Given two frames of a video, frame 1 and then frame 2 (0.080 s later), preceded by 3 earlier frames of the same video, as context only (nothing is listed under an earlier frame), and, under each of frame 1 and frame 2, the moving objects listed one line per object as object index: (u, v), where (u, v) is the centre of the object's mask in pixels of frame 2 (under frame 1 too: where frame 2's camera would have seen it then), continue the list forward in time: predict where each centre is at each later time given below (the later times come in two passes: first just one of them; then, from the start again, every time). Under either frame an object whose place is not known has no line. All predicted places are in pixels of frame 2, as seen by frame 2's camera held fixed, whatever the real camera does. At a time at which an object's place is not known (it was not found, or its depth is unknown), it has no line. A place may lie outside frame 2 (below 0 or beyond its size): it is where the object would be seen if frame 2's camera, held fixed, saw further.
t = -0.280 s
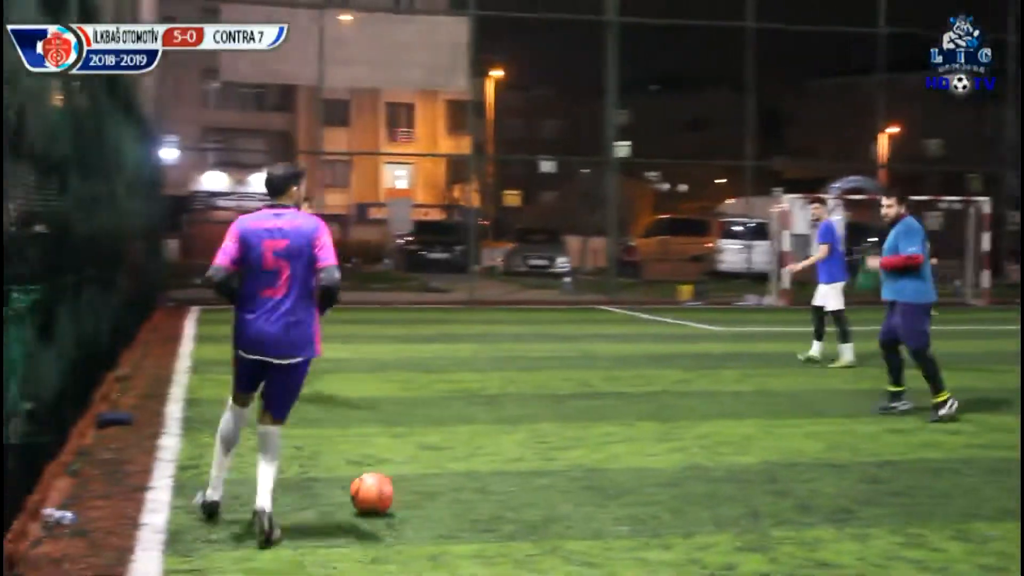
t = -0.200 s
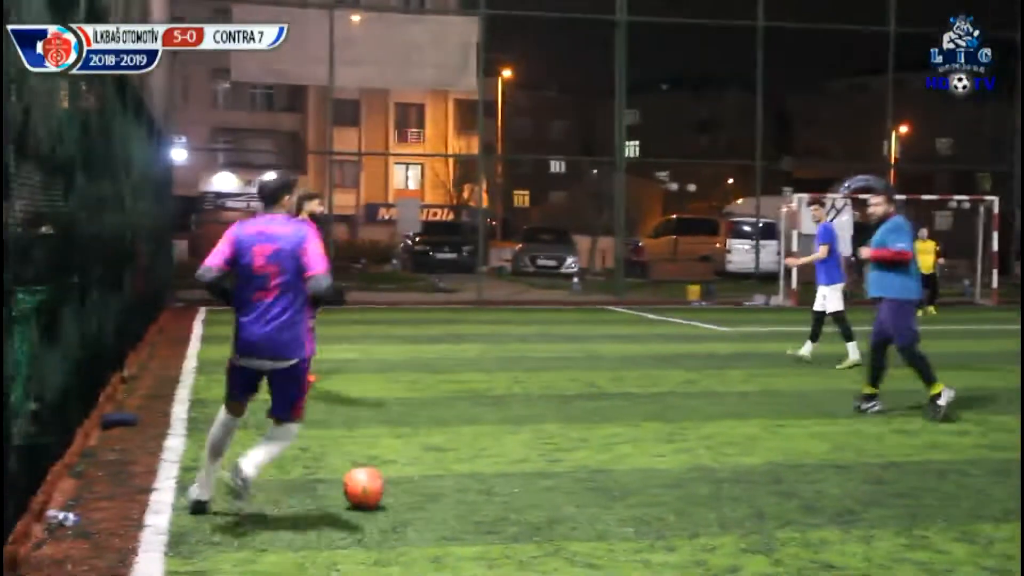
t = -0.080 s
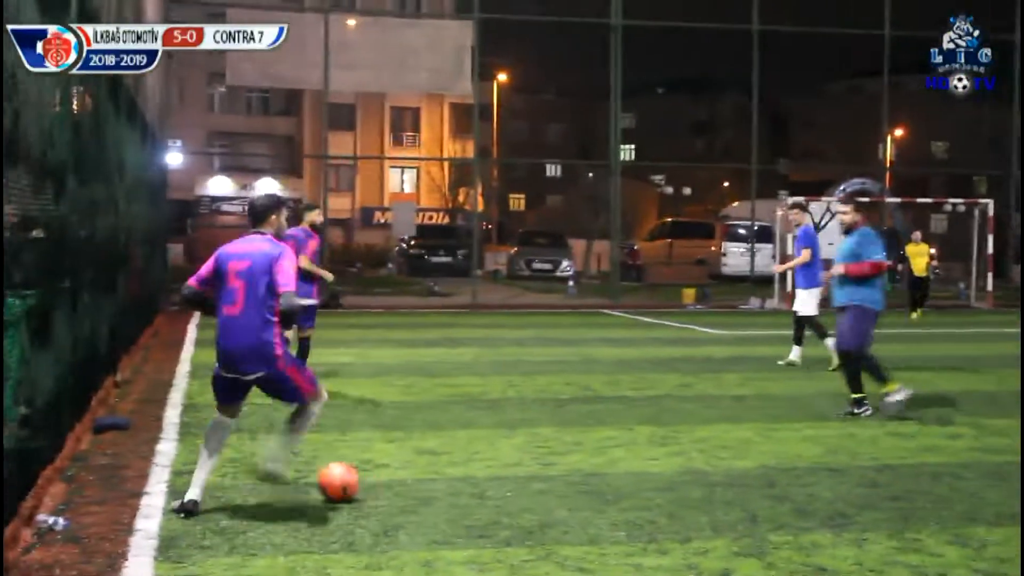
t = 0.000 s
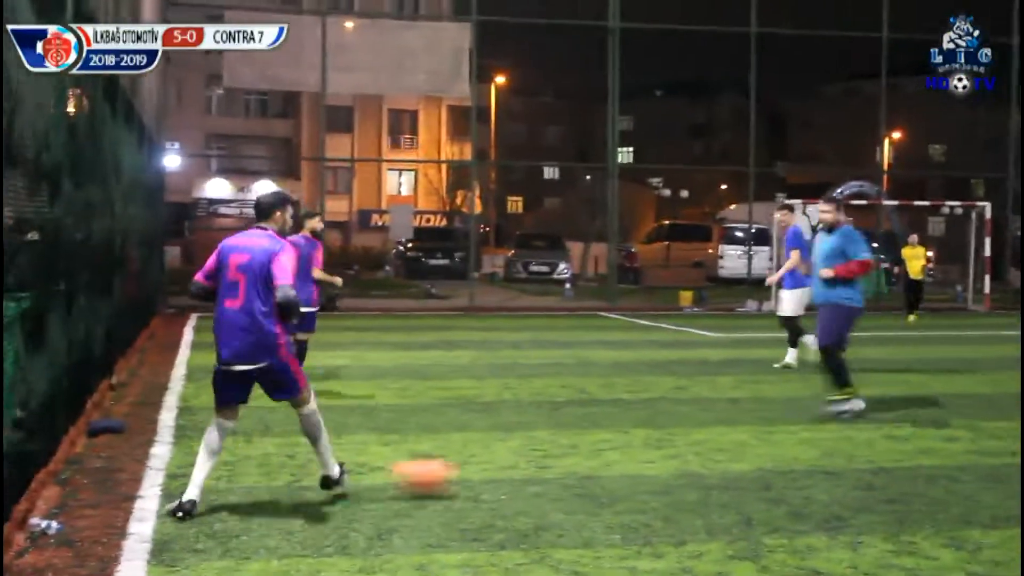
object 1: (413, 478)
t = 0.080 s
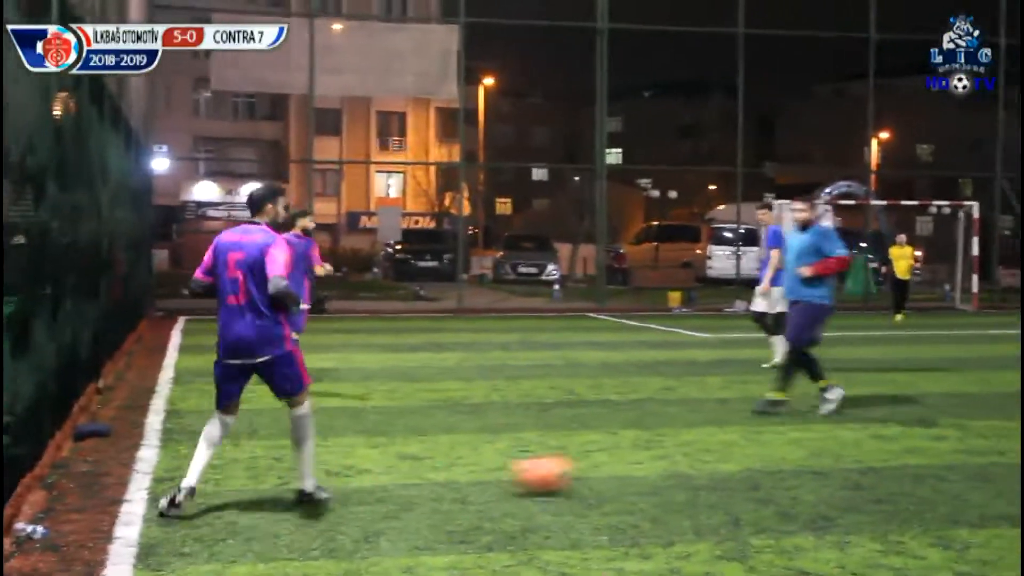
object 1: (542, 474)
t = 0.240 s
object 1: (760, 463)
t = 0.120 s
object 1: (602, 470)
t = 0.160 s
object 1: (659, 467)
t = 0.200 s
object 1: (710, 467)
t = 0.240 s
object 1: (760, 463)
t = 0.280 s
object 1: (808, 459)
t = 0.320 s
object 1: (853, 461)
